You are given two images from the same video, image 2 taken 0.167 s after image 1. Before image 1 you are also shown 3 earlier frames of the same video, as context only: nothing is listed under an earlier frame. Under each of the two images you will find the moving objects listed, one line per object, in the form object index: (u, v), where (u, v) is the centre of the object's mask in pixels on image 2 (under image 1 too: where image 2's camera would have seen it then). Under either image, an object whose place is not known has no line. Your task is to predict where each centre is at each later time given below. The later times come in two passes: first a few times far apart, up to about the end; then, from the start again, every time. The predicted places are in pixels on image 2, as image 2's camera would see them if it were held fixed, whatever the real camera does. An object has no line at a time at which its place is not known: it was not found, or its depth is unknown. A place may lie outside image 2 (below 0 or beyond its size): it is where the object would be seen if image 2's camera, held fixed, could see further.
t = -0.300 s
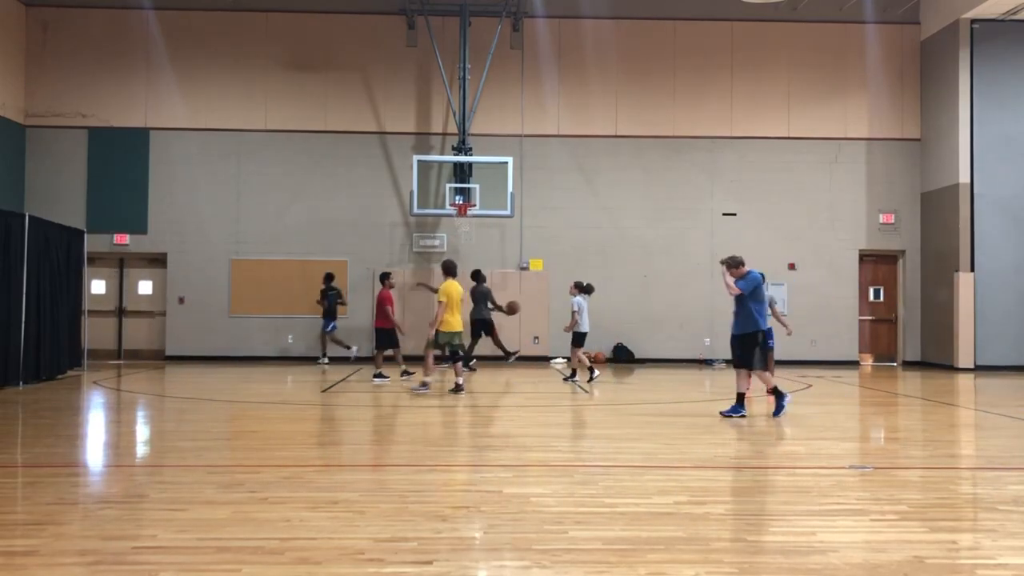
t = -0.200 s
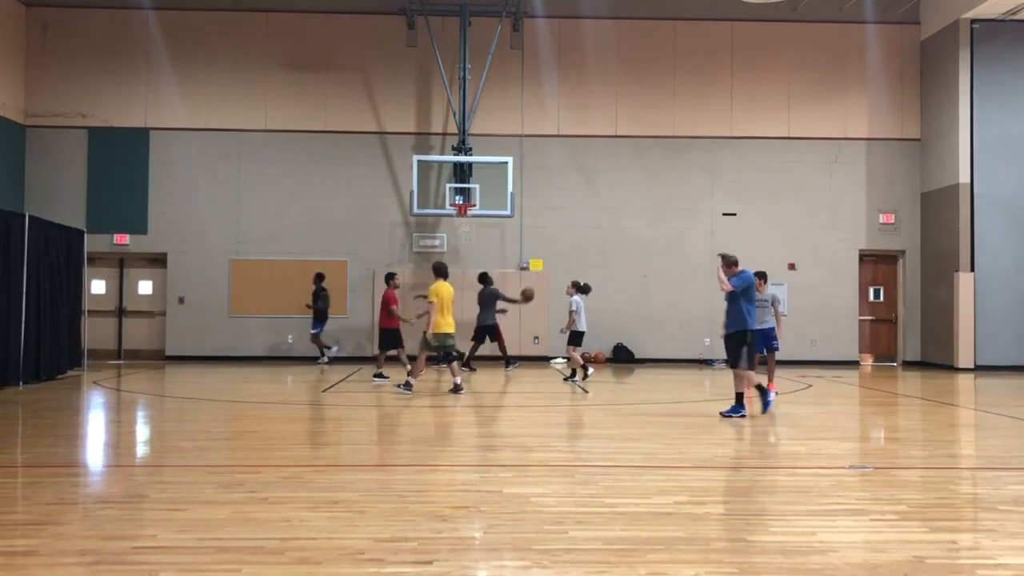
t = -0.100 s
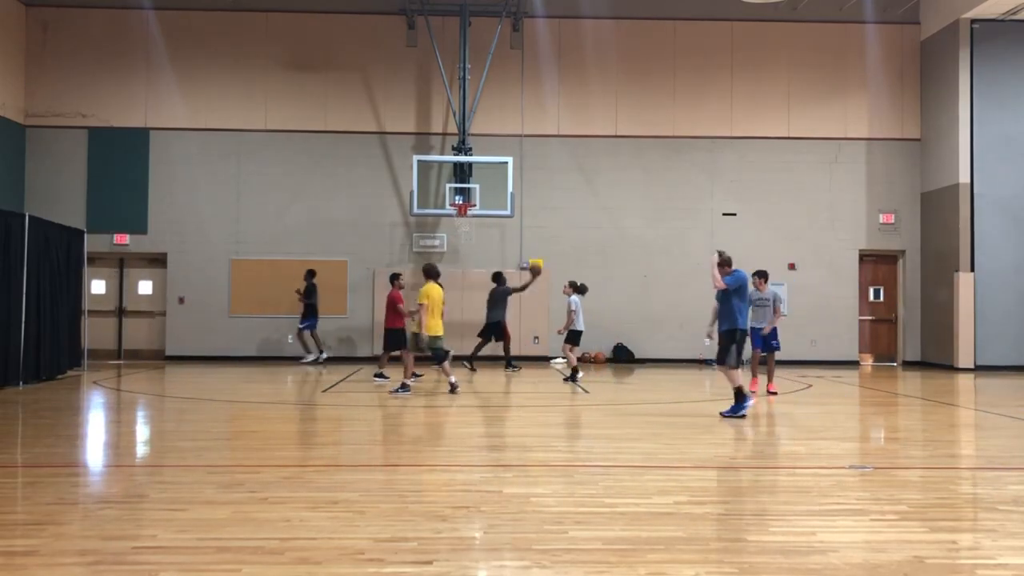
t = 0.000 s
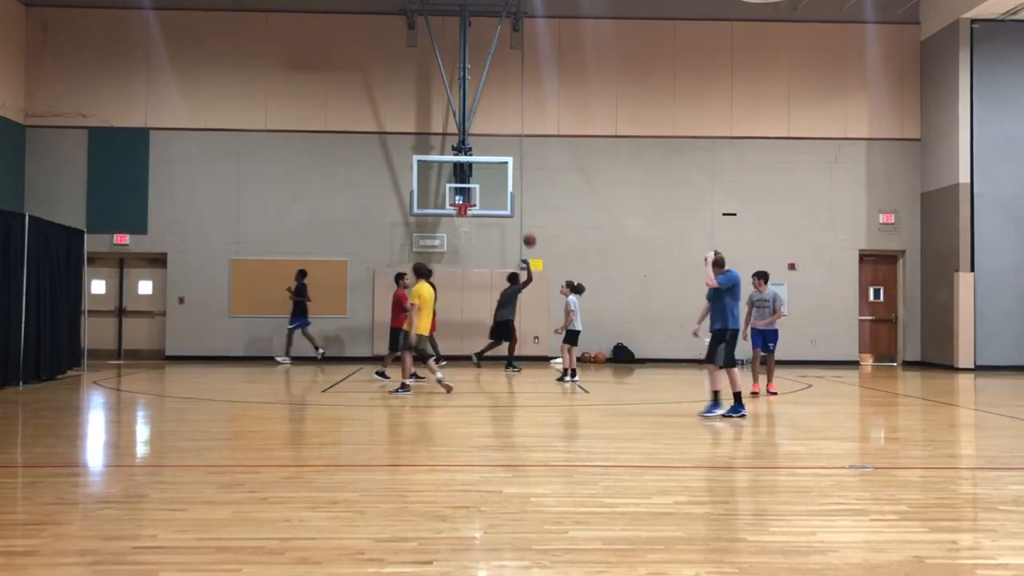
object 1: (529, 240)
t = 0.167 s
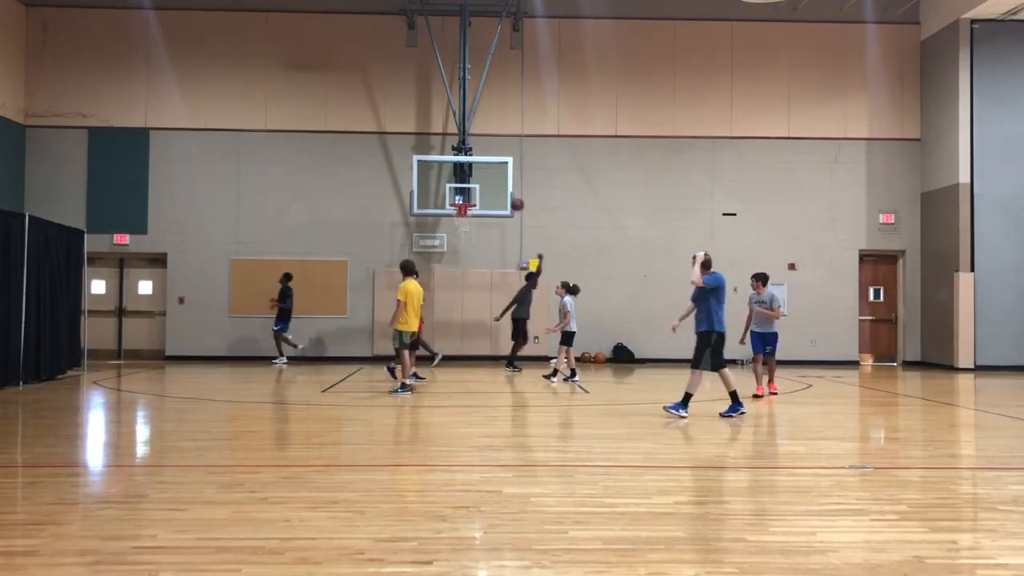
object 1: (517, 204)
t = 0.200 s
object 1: (514, 199)
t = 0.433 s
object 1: (497, 178)
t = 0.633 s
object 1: (482, 183)
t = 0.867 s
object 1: (467, 193)
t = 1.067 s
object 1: (461, 188)
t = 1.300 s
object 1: (454, 196)
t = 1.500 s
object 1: (445, 203)
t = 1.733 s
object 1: (435, 241)
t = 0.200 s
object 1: (514, 199)
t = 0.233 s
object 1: (512, 194)
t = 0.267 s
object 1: (509, 190)
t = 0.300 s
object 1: (507, 186)
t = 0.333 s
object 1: (504, 183)
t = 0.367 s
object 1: (502, 181)
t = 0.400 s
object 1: (499, 179)
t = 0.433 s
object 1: (497, 178)
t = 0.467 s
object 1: (495, 178)
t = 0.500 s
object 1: (492, 178)
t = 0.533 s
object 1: (490, 178)
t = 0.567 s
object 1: (487, 179)
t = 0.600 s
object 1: (485, 181)
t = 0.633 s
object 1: (482, 183)
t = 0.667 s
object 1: (480, 186)
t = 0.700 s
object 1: (478, 188)
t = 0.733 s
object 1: (476, 191)
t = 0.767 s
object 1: (472, 195)
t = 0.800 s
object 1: (470, 197)
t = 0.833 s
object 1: (468, 197)
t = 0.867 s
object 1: (467, 193)
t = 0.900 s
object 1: (466, 190)
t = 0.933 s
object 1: (465, 189)
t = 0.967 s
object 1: (464, 187)
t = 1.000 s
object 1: (463, 186)
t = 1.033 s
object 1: (462, 186)
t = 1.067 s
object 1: (461, 188)
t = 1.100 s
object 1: (461, 188)
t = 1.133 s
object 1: (460, 189)
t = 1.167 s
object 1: (458, 192)
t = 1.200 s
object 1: (457, 193)
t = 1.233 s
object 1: (456, 196)
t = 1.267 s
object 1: (455, 196)
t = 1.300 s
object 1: (454, 196)
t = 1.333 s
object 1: (453, 195)
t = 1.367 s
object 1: (451, 196)
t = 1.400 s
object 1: (449, 197)
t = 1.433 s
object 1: (448, 198)
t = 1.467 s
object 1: (447, 200)
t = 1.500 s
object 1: (445, 203)
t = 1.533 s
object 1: (444, 206)
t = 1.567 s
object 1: (442, 211)
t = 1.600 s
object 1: (441, 216)
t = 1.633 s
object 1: (440, 222)
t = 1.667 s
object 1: (438, 227)
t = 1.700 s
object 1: (436, 234)
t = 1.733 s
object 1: (435, 241)
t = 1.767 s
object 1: (433, 249)
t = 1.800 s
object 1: (431, 258)
